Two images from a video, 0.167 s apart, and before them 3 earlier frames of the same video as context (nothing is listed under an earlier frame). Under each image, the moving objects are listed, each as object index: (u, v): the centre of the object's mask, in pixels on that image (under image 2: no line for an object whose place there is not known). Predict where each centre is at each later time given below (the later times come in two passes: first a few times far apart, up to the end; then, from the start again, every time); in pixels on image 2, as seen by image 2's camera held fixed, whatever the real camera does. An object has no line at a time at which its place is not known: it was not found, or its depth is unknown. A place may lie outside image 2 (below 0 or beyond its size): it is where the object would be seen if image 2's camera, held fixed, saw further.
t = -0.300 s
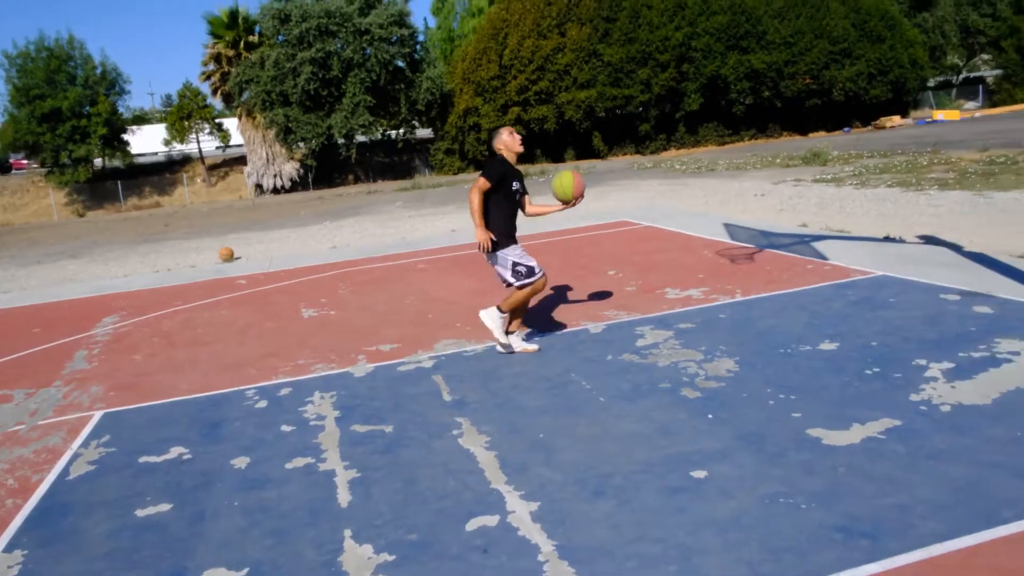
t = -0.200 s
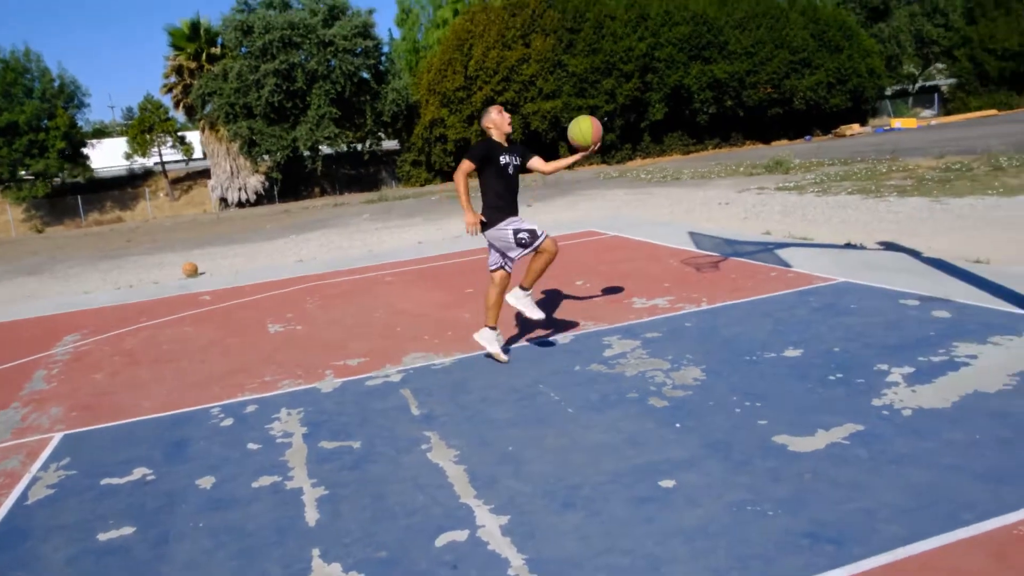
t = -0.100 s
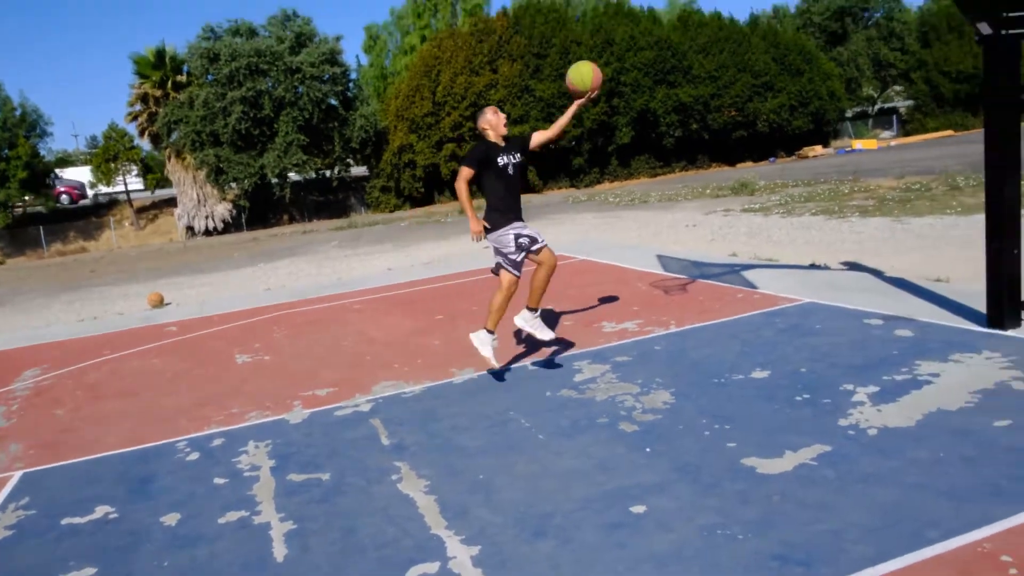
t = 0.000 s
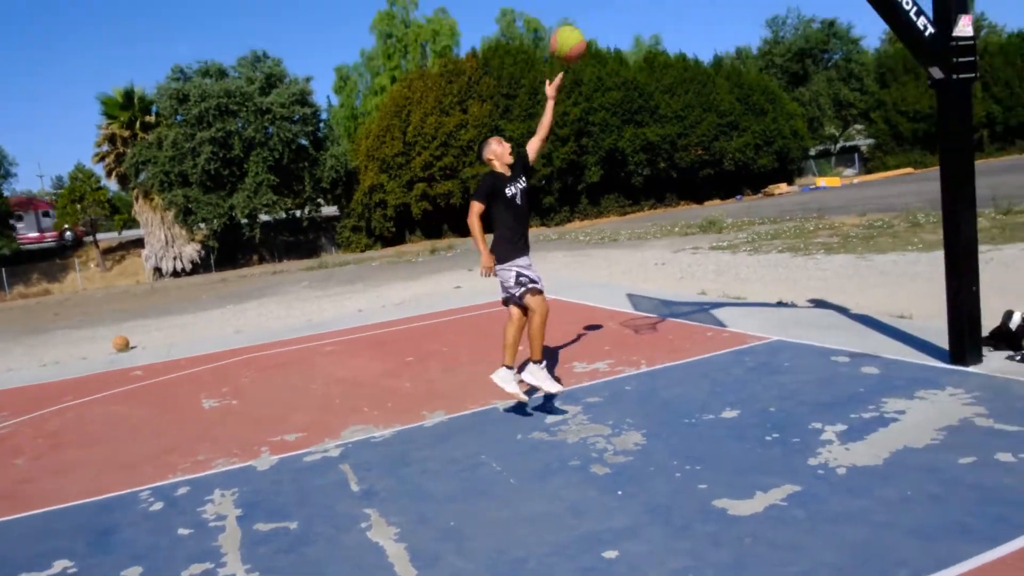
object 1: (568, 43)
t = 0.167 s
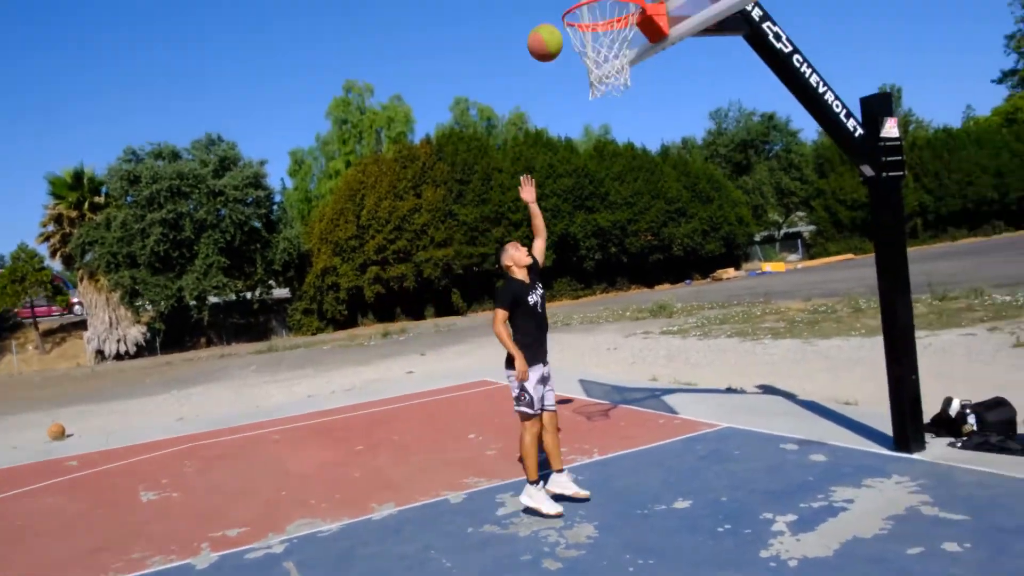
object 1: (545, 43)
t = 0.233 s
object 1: (553, 16)
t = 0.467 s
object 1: (604, -23)
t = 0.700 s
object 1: (595, -5)
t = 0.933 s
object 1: (598, 111)
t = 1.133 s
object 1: (614, 281)
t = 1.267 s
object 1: (629, 441)
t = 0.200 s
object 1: (550, 29)
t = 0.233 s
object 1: (553, 16)
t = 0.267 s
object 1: (561, 6)
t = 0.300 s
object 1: (567, -3)
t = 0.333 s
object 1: (575, -9)
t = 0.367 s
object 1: (582, -14)
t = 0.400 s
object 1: (589, -19)
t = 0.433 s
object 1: (596, -22)
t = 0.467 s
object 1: (604, -23)
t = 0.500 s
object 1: (603, -24)
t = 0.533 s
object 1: (601, -25)
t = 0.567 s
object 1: (599, -24)
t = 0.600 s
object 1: (598, -21)
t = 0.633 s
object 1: (597, -16)
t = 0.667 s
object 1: (596, -10)
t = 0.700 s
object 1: (595, -5)
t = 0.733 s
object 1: (595, 9)
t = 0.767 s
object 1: (595, 22)
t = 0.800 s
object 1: (595, 35)
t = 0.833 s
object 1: (595, 53)
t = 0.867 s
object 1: (595, 71)
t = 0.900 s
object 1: (597, 91)
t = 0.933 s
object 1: (598, 111)
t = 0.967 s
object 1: (600, 133)
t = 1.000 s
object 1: (603, 158)
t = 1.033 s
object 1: (605, 186)
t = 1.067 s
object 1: (608, 216)
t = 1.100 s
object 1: (611, 247)
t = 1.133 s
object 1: (614, 281)
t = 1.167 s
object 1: (618, 317)
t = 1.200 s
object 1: (621, 356)
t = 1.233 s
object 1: (625, 396)
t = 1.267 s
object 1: (629, 441)
